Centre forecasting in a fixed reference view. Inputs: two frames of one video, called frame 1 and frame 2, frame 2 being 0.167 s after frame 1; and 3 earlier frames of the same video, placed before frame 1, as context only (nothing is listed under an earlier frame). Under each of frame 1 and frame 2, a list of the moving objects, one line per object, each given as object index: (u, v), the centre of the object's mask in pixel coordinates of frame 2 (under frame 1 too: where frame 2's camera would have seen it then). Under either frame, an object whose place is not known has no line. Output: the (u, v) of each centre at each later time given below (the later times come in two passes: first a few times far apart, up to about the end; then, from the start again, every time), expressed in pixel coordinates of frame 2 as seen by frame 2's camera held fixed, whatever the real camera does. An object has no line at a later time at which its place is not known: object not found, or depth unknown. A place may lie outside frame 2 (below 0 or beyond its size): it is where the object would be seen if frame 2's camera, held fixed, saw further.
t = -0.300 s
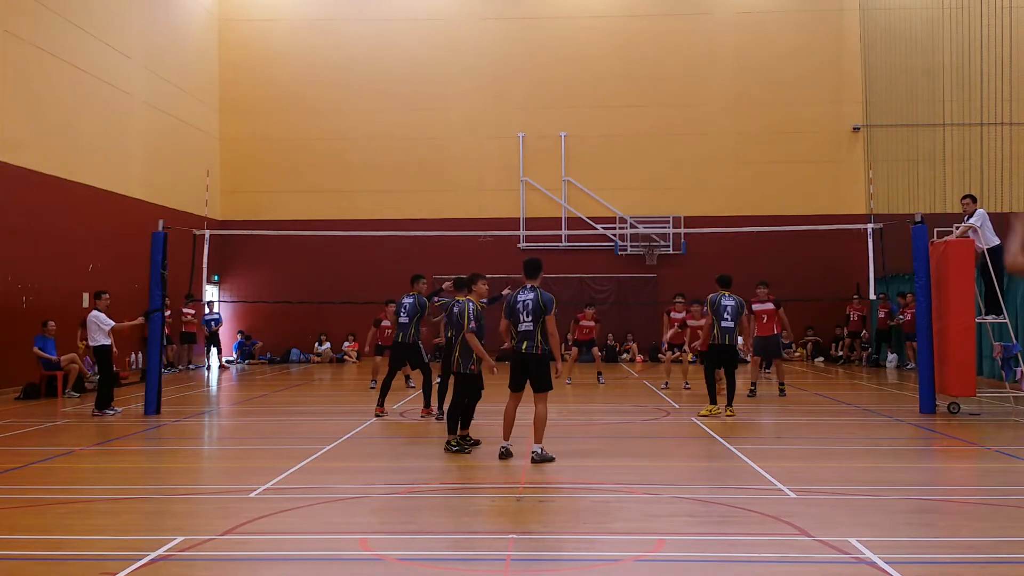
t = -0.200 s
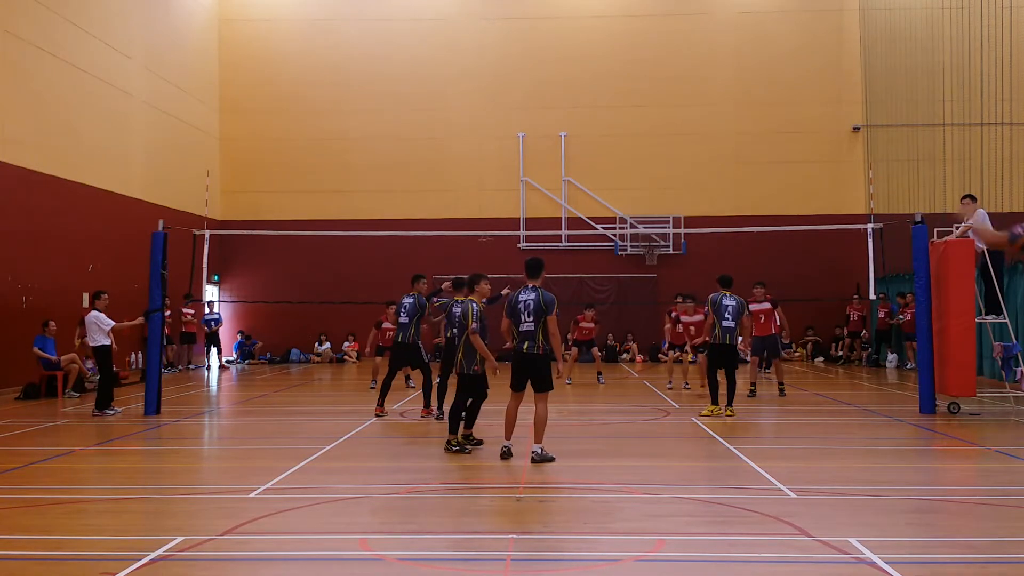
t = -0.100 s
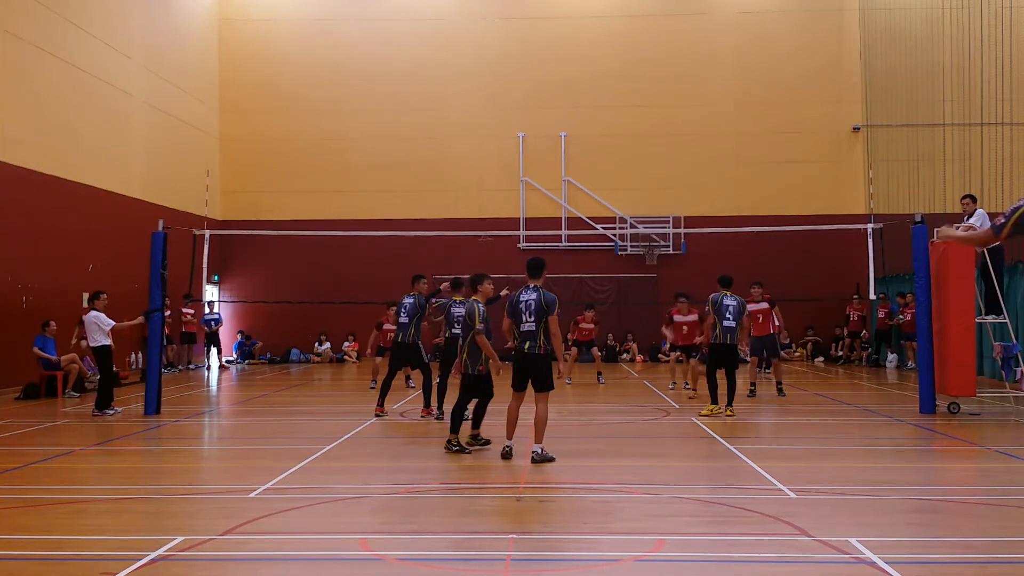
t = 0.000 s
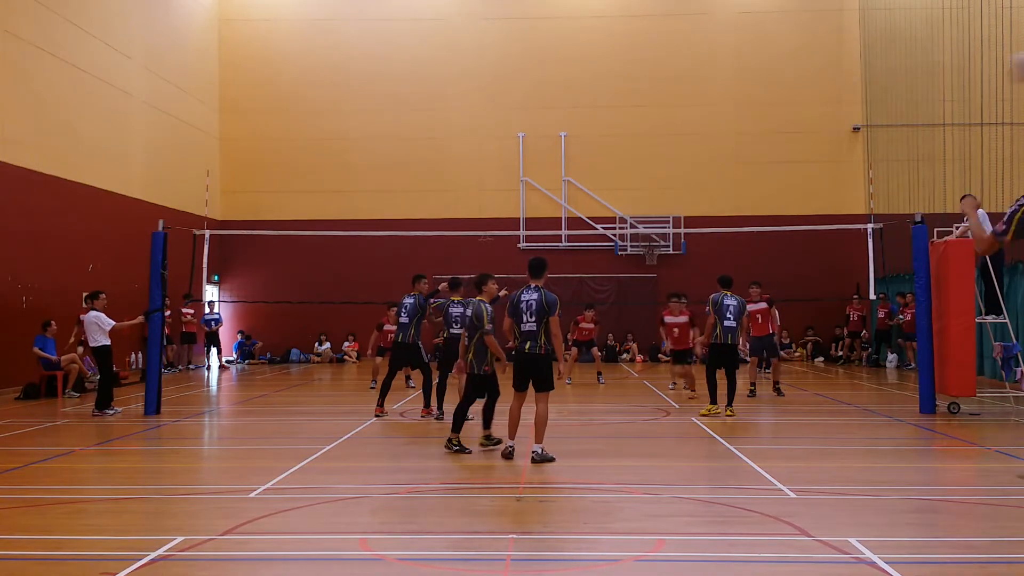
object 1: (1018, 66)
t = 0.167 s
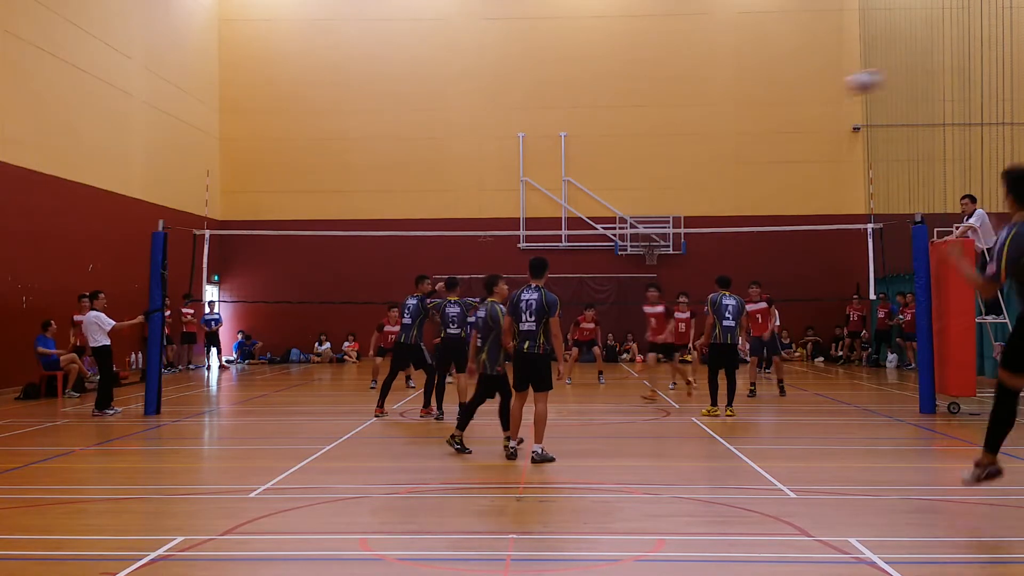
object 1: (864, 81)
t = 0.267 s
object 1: (797, 102)
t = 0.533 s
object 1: (681, 168)
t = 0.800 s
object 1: (605, 241)
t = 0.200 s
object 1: (838, 89)
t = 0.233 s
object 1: (816, 95)
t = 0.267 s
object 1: (797, 102)
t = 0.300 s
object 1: (778, 110)
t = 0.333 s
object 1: (762, 118)
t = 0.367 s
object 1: (745, 127)
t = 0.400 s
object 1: (732, 133)
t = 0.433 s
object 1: (717, 144)
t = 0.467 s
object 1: (704, 151)
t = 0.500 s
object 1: (692, 160)
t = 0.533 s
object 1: (681, 168)
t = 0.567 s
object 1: (670, 177)
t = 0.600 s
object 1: (658, 186)
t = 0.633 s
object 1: (649, 195)
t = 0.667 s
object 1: (639, 203)
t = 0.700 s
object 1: (631, 212)
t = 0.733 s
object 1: (621, 221)
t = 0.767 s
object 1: (615, 230)
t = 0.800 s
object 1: (605, 241)
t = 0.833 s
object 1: (598, 251)
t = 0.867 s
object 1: (592, 260)
